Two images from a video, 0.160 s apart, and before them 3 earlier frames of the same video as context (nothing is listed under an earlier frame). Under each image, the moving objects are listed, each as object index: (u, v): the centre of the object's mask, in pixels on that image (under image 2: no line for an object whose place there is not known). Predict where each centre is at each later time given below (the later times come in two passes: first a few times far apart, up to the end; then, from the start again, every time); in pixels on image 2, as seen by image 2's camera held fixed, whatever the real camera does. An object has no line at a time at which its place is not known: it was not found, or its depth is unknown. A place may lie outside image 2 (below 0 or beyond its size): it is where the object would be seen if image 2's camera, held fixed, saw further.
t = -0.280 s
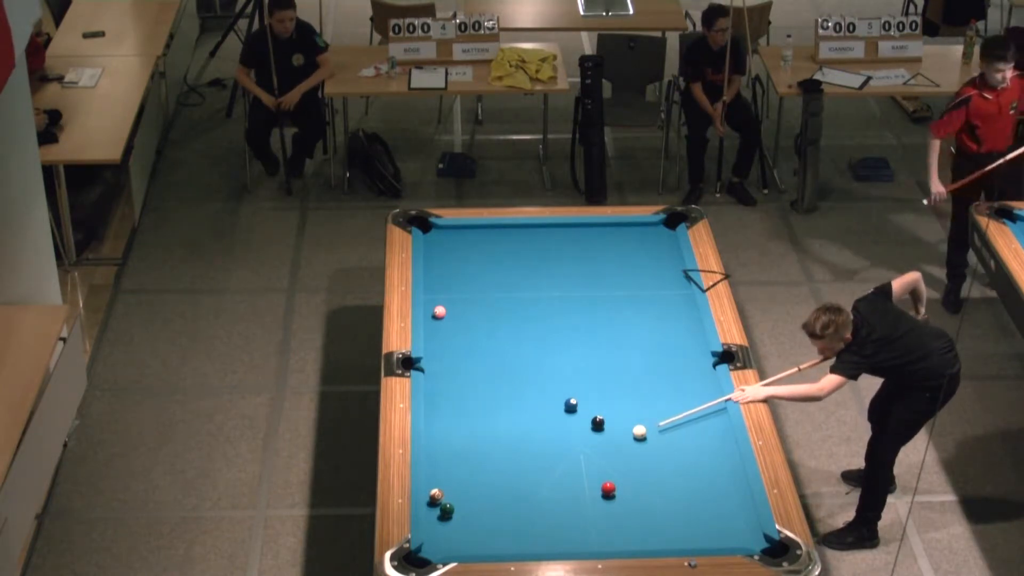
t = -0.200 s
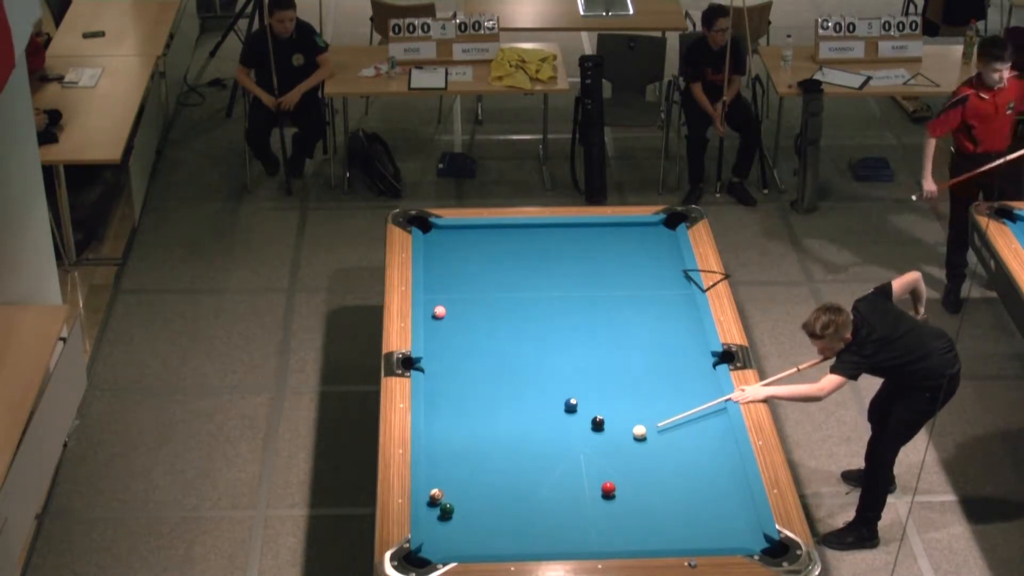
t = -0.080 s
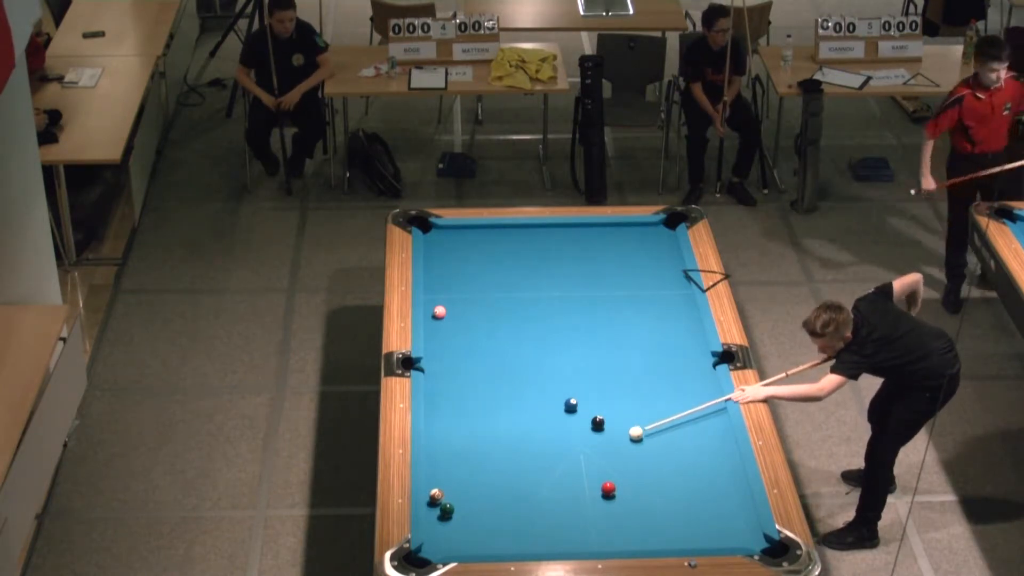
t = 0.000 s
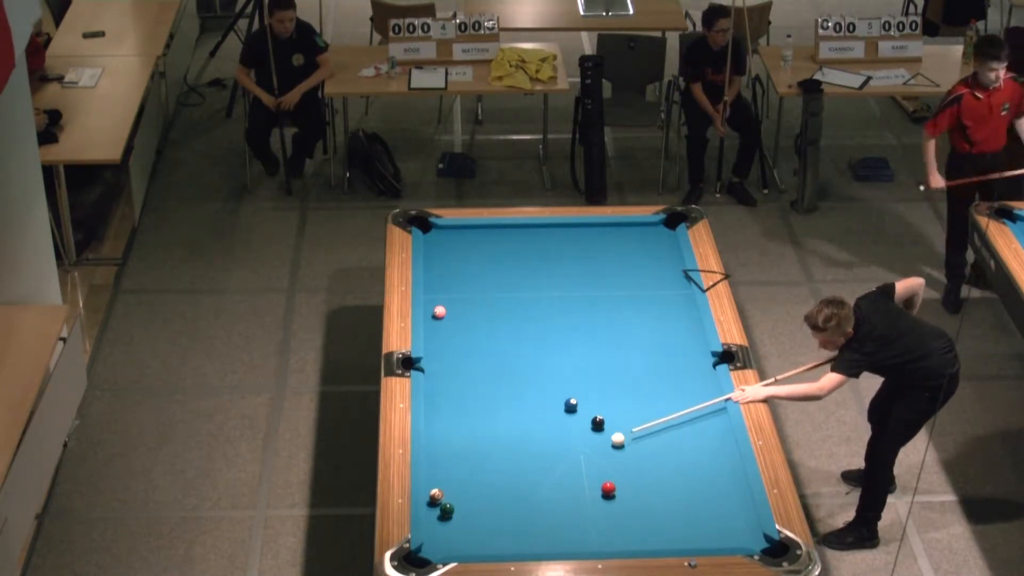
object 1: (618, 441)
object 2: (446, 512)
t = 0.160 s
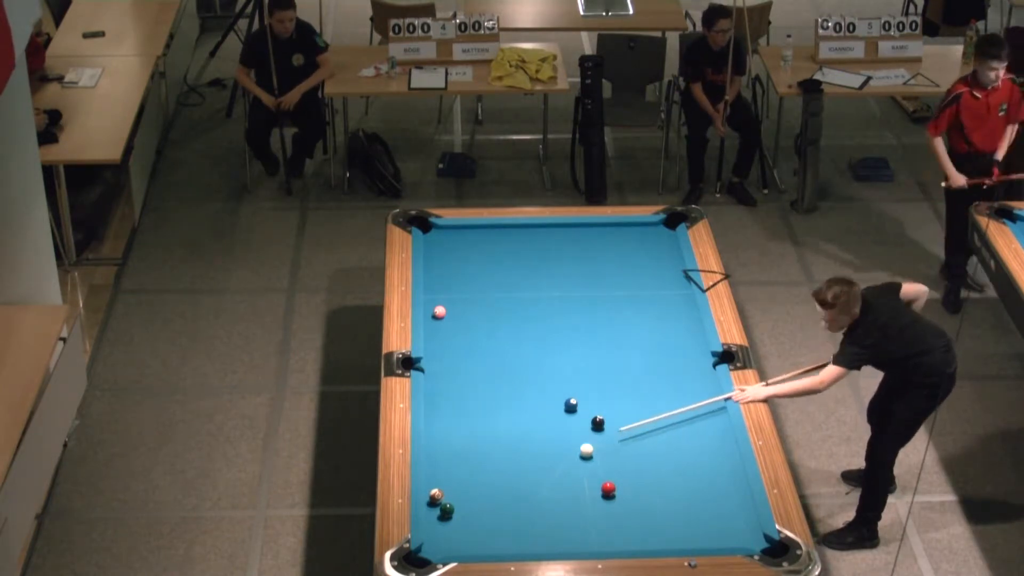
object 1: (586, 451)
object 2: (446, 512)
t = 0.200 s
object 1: (579, 454)
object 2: (446, 512)
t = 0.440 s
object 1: (532, 470)
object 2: (446, 512)
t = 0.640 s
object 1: (493, 484)
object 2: (446, 512)
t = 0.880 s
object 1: (451, 498)
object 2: (446, 512)
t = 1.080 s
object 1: (453, 506)
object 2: (442, 522)
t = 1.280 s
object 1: (457, 512)
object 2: (439, 530)
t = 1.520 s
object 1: (461, 518)
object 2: (435, 541)
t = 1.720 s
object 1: (464, 523)
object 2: (433, 548)
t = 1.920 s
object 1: (468, 527)
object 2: (430, 554)
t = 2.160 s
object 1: (472, 532)
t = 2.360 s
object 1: (474, 535)
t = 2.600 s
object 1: (476, 539)
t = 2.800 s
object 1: (477, 540)
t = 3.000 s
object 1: (478, 542)
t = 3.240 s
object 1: (479, 543)
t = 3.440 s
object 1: (479, 544)
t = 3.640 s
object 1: (479, 544)
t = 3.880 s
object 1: (479, 544)
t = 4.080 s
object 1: (479, 544)
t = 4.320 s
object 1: (479, 544)
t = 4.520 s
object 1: (479, 544)
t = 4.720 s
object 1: (479, 544)
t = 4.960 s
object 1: (479, 544)
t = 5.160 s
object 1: (479, 544)
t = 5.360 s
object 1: (479, 544)
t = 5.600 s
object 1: (479, 544)
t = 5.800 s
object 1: (479, 544)
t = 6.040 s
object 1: (479, 544)
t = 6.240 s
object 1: (479, 544)
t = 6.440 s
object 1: (479, 544)
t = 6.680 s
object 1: (479, 544)
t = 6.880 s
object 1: (479, 544)
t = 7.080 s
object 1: (479, 544)
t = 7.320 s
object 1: (479, 544)
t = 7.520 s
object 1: (479, 544)
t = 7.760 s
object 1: (479, 544)
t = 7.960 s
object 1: (479, 544)
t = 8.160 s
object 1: (479, 544)
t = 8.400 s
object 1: (479, 544)
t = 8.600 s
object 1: (479, 544)
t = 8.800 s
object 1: (479, 544)
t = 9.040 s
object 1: (479, 544)
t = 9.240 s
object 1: (479, 544)
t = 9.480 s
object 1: (479, 544)
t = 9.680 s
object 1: (479, 544)
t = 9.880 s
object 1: (479, 544)
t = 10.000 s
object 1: (479, 544)
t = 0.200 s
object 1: (579, 454)
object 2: (446, 512)
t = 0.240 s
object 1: (571, 457)
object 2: (446, 512)
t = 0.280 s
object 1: (563, 459)
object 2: (446, 512)
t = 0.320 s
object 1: (555, 462)
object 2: (446, 512)
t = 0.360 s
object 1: (547, 465)
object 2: (446, 512)
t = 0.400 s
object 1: (540, 468)
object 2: (446, 512)
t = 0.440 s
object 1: (532, 470)
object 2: (446, 512)
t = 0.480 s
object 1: (524, 473)
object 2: (446, 512)
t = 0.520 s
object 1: (516, 475)
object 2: (446, 512)
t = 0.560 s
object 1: (508, 479)
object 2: (446, 512)
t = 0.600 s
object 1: (500, 481)
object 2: (446, 512)
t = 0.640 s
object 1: (493, 484)
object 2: (446, 512)
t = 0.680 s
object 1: (485, 487)
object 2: (446, 512)
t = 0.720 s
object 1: (477, 490)
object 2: (446, 512)
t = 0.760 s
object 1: (469, 492)
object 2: (446, 512)
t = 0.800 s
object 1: (461, 495)
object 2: (446, 512)
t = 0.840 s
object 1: (454, 496)
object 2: (446, 512)
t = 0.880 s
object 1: (451, 498)
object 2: (446, 512)
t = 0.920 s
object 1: (450, 499)
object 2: (446, 513)
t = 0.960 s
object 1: (450, 501)
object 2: (445, 515)
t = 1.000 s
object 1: (451, 503)
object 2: (444, 518)
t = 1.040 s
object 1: (452, 505)
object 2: (443, 520)
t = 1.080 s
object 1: (453, 506)
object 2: (442, 522)
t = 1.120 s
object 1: (453, 507)
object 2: (442, 523)
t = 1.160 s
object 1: (454, 509)
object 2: (441, 525)
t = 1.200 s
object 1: (455, 510)
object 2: (440, 527)
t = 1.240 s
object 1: (456, 511)
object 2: (440, 528)
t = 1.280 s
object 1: (457, 512)
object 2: (439, 530)
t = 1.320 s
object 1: (457, 513)
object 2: (438, 532)
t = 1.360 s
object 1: (458, 514)
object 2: (437, 534)
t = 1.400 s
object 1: (459, 516)
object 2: (437, 536)
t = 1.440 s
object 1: (460, 517)
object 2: (436, 537)
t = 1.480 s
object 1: (460, 518)
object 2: (436, 539)
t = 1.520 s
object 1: (461, 518)
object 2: (435, 541)
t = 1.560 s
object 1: (462, 519)
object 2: (435, 542)
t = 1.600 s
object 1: (462, 520)
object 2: (434, 544)
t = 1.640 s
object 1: (463, 521)
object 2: (433, 545)
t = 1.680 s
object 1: (464, 522)
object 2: (433, 546)
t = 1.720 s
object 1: (464, 523)
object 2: (433, 548)
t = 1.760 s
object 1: (465, 524)
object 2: (432, 551)
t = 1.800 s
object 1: (466, 525)
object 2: (432, 552)
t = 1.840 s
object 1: (466, 526)
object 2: (431, 552)
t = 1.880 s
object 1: (467, 527)
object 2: (431, 553)
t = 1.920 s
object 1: (468, 527)
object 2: (430, 554)
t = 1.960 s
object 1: (468, 528)
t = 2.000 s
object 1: (469, 529)
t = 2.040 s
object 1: (470, 530)
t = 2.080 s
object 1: (470, 531)
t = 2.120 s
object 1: (471, 531)
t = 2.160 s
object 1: (472, 532)
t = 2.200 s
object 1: (472, 533)
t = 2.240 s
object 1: (473, 533)
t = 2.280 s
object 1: (473, 534)
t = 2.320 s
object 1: (473, 535)
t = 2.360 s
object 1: (474, 535)
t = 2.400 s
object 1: (474, 536)
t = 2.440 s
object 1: (475, 536)
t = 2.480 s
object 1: (475, 537)
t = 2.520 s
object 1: (475, 537)
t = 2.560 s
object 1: (476, 538)
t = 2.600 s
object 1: (476, 539)
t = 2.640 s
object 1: (476, 539)
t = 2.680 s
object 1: (477, 539)
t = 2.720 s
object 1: (477, 540)
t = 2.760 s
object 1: (477, 540)
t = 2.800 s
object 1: (477, 540)
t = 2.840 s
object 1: (478, 541)
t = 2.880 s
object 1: (478, 541)
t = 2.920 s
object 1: (478, 542)
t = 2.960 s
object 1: (478, 542)
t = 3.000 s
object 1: (478, 542)
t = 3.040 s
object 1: (479, 542)
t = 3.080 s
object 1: (479, 543)
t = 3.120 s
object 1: (479, 543)
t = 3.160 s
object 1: (479, 543)
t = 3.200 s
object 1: (479, 543)
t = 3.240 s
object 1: (479, 543)
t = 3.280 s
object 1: (479, 544)
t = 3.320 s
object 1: (479, 544)
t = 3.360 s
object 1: (479, 544)
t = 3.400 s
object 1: (479, 544)
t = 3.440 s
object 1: (479, 544)
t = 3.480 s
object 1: (479, 544)
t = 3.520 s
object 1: (479, 544)
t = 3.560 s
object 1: (479, 544)
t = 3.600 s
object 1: (479, 544)
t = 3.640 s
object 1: (479, 544)
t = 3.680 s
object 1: (479, 544)
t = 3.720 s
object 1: (479, 544)
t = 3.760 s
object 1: (479, 544)
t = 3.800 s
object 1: (479, 544)
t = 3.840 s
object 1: (479, 544)
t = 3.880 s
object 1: (479, 544)
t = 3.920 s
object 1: (479, 544)
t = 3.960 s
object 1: (479, 544)
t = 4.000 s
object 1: (479, 544)
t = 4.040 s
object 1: (479, 544)
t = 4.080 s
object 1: (479, 544)
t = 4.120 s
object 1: (479, 544)
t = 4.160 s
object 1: (479, 544)
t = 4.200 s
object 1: (479, 544)
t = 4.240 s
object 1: (479, 544)
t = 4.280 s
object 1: (479, 544)
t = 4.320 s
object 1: (479, 544)
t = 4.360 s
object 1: (479, 544)
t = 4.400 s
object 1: (479, 544)
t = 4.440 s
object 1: (479, 544)
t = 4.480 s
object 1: (479, 544)
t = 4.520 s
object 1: (479, 544)
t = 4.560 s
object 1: (479, 544)
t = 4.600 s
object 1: (479, 544)
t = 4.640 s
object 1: (479, 544)
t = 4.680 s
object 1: (479, 544)
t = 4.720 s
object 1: (479, 544)
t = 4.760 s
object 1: (479, 544)
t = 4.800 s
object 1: (479, 544)
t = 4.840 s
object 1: (479, 544)
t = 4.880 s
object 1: (479, 544)
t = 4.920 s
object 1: (479, 544)
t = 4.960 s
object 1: (479, 544)
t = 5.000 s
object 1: (479, 544)
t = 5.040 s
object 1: (479, 544)
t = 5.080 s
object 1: (479, 544)
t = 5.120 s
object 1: (479, 544)
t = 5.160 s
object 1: (479, 544)
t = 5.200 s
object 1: (479, 544)
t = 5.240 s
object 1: (479, 544)
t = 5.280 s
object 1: (479, 544)
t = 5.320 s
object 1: (479, 544)
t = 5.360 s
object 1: (479, 544)
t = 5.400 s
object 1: (479, 544)
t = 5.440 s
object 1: (479, 544)
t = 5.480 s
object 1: (479, 544)
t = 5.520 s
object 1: (479, 544)
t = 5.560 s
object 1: (479, 544)
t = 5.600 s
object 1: (479, 544)
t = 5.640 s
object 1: (479, 544)
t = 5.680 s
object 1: (479, 544)
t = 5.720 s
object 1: (479, 544)
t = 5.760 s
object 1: (479, 544)
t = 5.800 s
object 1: (479, 544)
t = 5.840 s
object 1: (479, 544)
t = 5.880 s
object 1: (479, 544)
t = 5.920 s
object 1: (479, 544)
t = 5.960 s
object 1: (479, 544)
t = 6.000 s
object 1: (479, 544)
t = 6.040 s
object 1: (479, 544)
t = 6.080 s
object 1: (479, 544)
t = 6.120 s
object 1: (479, 544)
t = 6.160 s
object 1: (479, 544)
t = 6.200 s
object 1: (479, 544)
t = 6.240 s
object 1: (479, 544)
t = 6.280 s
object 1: (479, 544)
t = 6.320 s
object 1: (479, 544)
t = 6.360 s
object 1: (479, 544)
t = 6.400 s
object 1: (479, 544)
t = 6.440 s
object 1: (479, 544)
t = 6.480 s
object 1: (479, 544)
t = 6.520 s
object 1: (479, 544)
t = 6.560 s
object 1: (479, 544)
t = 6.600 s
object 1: (479, 544)
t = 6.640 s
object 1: (479, 544)
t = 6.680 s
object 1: (479, 544)
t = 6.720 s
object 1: (479, 544)
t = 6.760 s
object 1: (479, 544)
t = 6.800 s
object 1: (479, 544)
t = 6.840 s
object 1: (479, 544)
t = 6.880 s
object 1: (479, 544)
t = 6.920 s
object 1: (479, 544)
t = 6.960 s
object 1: (479, 544)
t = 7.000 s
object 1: (479, 544)
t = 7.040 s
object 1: (479, 544)
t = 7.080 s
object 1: (479, 544)
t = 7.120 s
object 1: (479, 544)
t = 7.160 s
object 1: (479, 544)
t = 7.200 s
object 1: (479, 544)
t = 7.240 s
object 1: (479, 544)
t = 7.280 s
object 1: (479, 544)
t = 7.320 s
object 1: (479, 544)
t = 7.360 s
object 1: (479, 544)
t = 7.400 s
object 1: (479, 544)
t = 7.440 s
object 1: (479, 544)
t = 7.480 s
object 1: (479, 544)
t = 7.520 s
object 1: (479, 544)
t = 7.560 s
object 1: (479, 544)
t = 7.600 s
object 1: (479, 544)
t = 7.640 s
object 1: (479, 544)
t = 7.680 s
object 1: (479, 544)
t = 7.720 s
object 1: (479, 544)
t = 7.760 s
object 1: (479, 544)
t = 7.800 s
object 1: (479, 544)
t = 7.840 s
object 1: (479, 544)
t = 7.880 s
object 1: (479, 544)
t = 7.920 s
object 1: (479, 544)
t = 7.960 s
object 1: (479, 544)
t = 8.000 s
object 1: (479, 544)
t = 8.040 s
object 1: (479, 544)
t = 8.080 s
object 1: (479, 544)
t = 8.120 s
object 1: (479, 544)
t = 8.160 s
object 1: (479, 544)
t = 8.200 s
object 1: (479, 544)
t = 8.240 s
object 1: (479, 544)
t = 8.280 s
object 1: (479, 544)
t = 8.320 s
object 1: (479, 544)
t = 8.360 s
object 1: (479, 544)
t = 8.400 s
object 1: (479, 544)
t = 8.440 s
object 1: (479, 544)
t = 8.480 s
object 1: (479, 544)
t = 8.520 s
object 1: (479, 544)
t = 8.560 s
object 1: (479, 544)
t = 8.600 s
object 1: (479, 544)
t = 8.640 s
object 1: (479, 544)
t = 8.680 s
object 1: (479, 544)
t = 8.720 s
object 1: (479, 544)
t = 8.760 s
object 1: (479, 544)
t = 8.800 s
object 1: (479, 544)
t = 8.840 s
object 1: (479, 544)
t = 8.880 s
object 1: (479, 544)
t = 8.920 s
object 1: (479, 544)
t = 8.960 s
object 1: (479, 544)
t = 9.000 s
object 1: (479, 544)
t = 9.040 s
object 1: (479, 544)
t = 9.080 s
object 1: (479, 544)
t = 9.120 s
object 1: (479, 544)
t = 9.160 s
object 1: (479, 544)
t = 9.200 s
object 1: (479, 544)
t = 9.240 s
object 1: (479, 544)
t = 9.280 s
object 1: (479, 544)
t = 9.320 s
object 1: (479, 544)
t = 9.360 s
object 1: (479, 544)
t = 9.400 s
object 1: (479, 544)
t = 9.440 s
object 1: (479, 544)
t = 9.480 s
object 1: (479, 544)
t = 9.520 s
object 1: (479, 544)
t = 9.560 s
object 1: (479, 544)
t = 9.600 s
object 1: (479, 544)
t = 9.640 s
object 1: (479, 544)
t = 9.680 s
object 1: (479, 544)
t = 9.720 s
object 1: (479, 544)
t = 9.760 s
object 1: (479, 544)
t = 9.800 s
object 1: (479, 544)
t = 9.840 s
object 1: (479, 544)
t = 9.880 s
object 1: (479, 544)
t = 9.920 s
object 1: (479, 544)
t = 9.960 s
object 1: (479, 544)
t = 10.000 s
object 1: (479, 544)
